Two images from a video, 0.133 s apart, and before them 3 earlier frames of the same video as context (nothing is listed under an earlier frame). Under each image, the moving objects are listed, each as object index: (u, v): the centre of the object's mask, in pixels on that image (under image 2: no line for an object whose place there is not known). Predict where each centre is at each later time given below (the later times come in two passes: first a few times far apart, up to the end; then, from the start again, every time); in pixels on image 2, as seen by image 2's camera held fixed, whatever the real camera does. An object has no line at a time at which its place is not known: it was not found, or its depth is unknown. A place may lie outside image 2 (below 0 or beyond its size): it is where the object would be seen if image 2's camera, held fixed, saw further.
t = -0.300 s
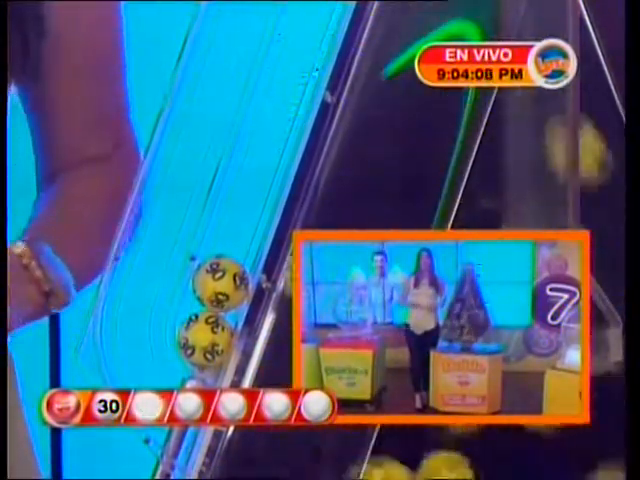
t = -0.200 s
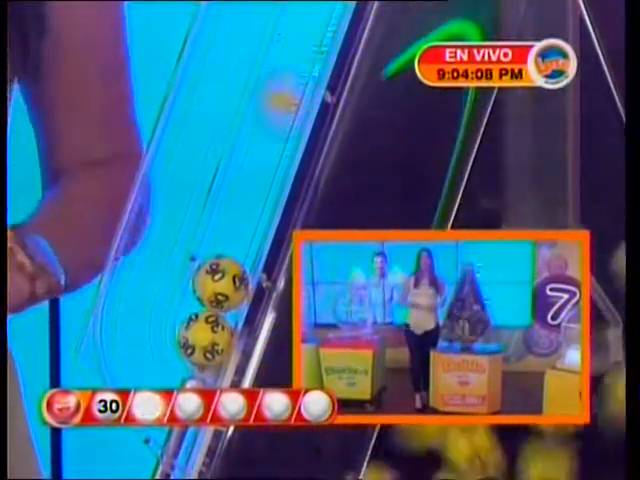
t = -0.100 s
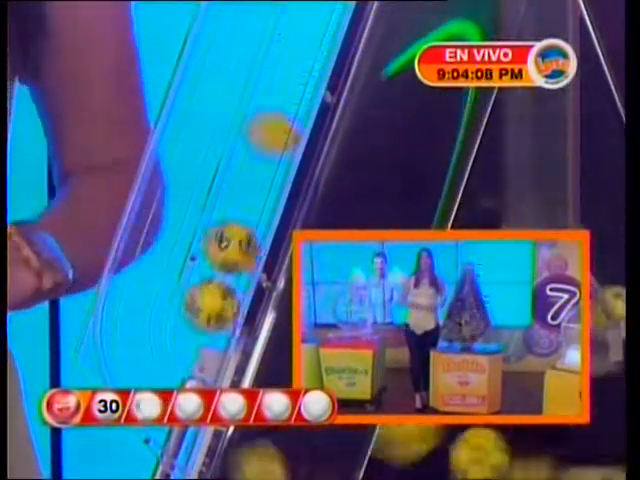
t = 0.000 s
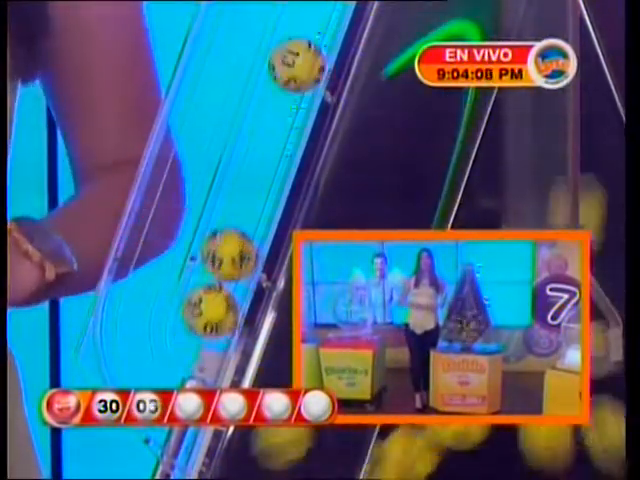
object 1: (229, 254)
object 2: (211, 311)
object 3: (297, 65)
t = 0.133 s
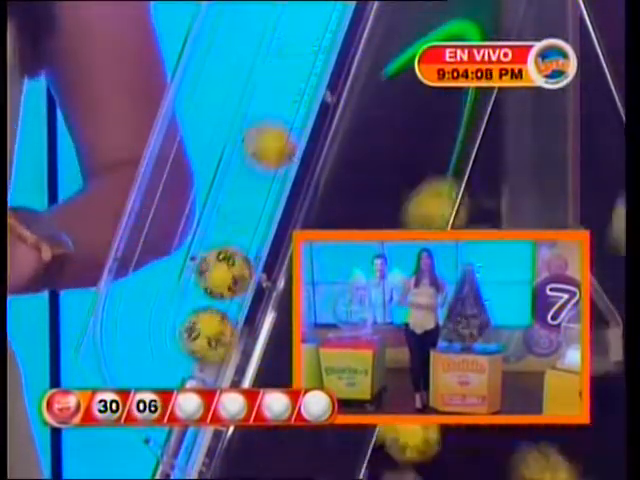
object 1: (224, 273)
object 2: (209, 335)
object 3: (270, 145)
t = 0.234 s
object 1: (224, 269)
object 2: (208, 337)
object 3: (252, 197)
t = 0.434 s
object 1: (220, 281)
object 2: (207, 338)
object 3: (242, 225)
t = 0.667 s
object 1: (220, 283)
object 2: (206, 339)
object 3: (240, 228)
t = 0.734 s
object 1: (220, 283)
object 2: (206, 339)
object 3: (240, 228)
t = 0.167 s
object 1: (222, 277)
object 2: (208, 338)
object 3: (253, 196)
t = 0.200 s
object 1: (222, 276)
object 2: (208, 336)
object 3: (244, 217)
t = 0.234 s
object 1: (224, 269)
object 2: (208, 337)
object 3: (252, 197)
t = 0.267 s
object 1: (224, 270)
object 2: (207, 338)
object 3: (254, 191)
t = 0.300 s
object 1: (222, 276)
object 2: (207, 336)
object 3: (253, 193)
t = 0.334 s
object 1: (221, 278)
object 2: (207, 338)
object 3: (248, 208)
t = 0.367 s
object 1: (220, 281)
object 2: (207, 339)
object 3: (242, 225)
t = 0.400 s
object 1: (220, 279)
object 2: (207, 338)
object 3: (244, 219)
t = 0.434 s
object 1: (220, 281)
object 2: (207, 338)
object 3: (242, 225)
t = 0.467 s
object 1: (221, 281)
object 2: (207, 338)
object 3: (241, 226)
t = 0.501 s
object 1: (220, 283)
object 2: (206, 339)
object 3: (241, 228)
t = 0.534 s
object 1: (220, 283)
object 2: (206, 339)
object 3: (241, 228)
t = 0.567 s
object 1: (220, 283)
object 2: (206, 339)
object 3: (240, 229)
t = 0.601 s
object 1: (220, 283)
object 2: (206, 339)
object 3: (240, 228)
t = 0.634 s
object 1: (220, 283)
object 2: (206, 339)
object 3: (240, 228)
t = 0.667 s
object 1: (220, 283)
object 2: (206, 339)
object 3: (240, 228)
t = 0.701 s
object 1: (220, 283)
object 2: (206, 339)
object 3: (240, 228)
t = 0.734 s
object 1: (220, 283)
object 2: (206, 339)
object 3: (240, 228)
